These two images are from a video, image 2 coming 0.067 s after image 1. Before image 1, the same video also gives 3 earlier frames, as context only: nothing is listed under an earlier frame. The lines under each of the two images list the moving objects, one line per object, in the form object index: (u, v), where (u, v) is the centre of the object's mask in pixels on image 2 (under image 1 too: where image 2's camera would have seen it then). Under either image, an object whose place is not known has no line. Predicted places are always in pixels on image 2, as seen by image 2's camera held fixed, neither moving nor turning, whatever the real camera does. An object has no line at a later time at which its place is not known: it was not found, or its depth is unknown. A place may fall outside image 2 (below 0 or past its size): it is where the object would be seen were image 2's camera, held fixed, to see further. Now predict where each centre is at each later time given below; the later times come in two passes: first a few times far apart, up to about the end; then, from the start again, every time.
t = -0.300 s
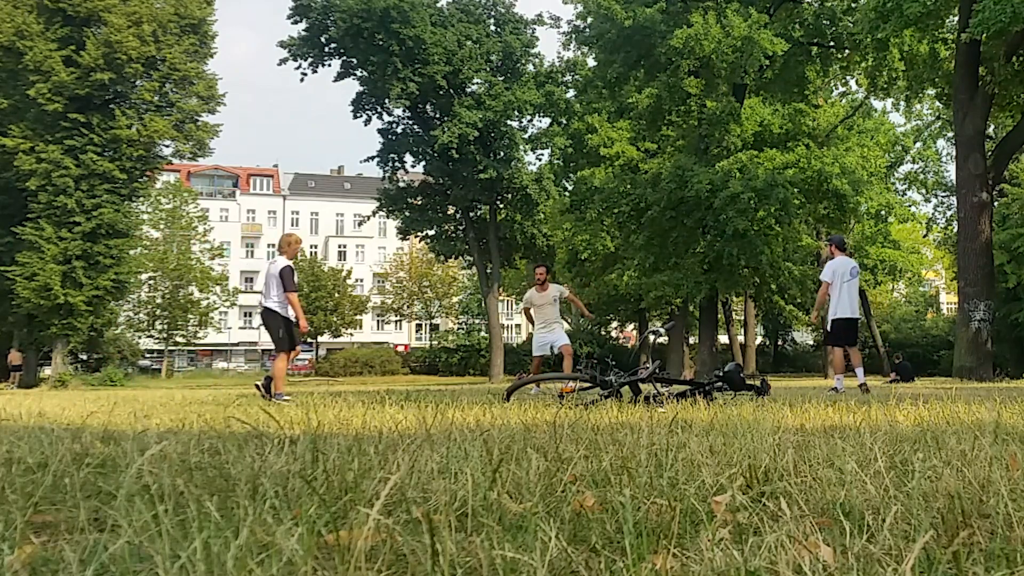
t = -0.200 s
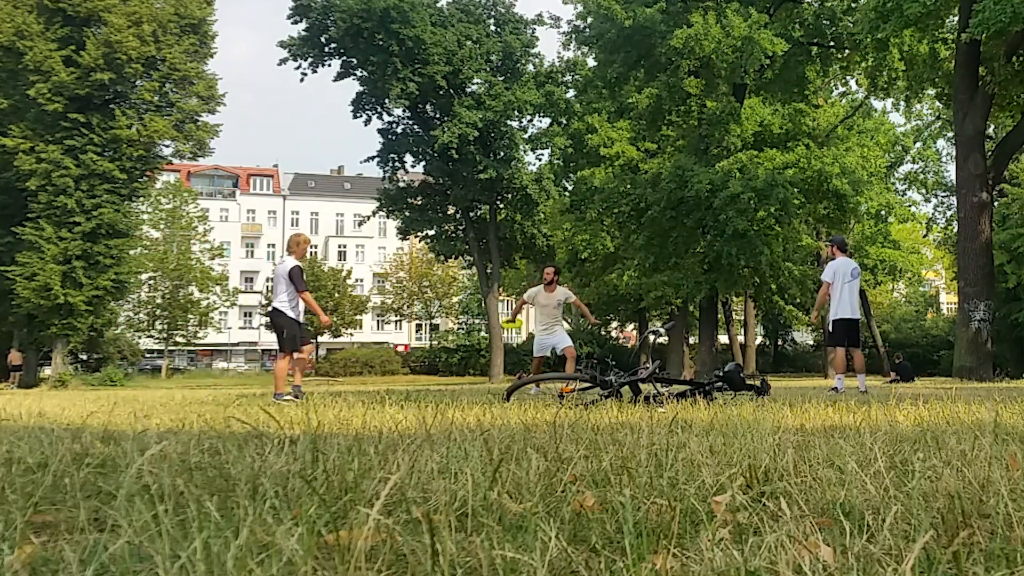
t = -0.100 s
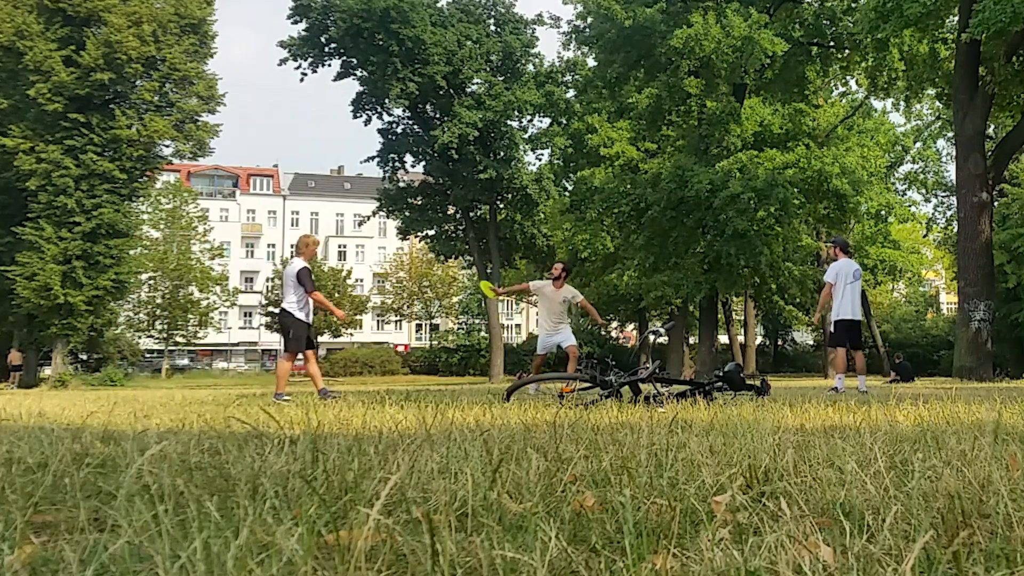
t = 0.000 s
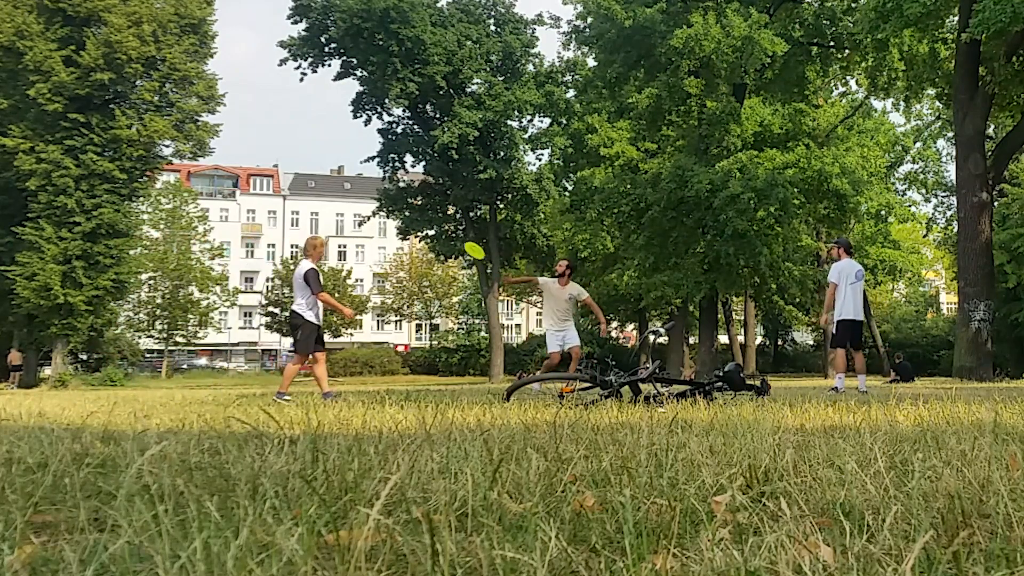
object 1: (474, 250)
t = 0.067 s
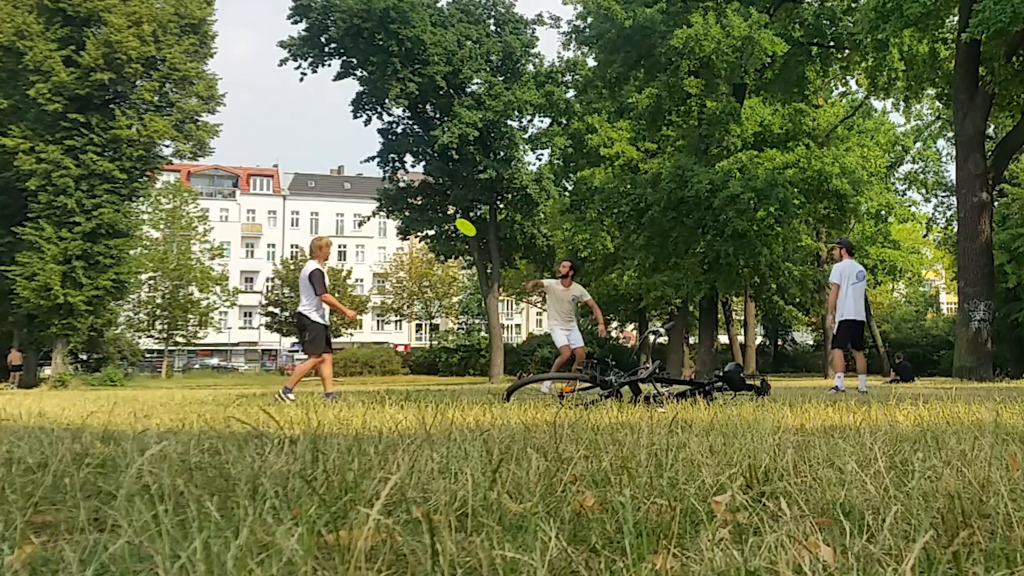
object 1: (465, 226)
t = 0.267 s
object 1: (442, 171)
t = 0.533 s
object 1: (422, 133)
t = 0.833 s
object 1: (422, 141)
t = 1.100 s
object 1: (453, 198)
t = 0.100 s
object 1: (461, 216)
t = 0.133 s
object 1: (457, 205)
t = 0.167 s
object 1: (453, 196)
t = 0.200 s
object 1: (449, 187)
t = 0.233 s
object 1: (445, 179)
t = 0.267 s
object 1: (442, 171)
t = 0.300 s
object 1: (438, 164)
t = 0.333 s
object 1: (436, 158)
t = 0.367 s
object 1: (433, 152)
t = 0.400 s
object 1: (430, 147)
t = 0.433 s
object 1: (428, 143)
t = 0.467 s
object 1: (425, 138)
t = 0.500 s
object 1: (424, 135)
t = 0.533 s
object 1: (422, 133)
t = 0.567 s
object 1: (421, 131)
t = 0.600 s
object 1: (420, 130)
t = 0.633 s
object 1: (419, 129)
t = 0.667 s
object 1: (419, 130)
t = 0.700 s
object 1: (418, 131)
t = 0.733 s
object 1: (419, 132)
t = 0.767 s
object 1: (419, 134)
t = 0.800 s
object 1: (420, 137)
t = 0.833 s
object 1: (422, 141)
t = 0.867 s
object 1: (424, 146)
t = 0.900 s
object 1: (426, 151)
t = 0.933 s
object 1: (430, 157)
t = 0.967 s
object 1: (433, 164)
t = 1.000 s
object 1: (437, 171)
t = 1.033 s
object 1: (442, 179)
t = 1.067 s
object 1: (447, 188)
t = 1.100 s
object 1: (453, 198)
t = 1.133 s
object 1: (460, 209)
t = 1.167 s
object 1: (467, 220)
